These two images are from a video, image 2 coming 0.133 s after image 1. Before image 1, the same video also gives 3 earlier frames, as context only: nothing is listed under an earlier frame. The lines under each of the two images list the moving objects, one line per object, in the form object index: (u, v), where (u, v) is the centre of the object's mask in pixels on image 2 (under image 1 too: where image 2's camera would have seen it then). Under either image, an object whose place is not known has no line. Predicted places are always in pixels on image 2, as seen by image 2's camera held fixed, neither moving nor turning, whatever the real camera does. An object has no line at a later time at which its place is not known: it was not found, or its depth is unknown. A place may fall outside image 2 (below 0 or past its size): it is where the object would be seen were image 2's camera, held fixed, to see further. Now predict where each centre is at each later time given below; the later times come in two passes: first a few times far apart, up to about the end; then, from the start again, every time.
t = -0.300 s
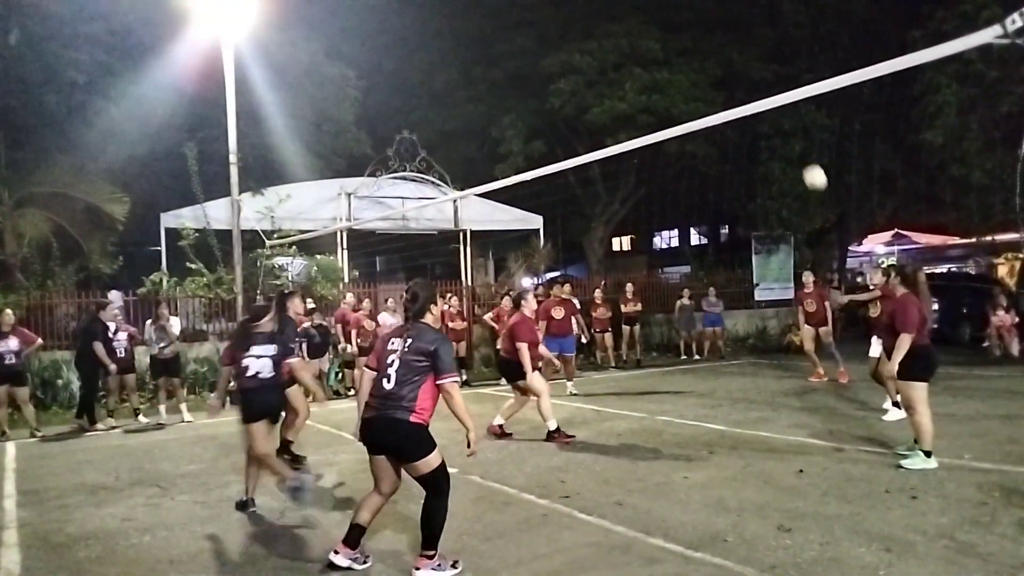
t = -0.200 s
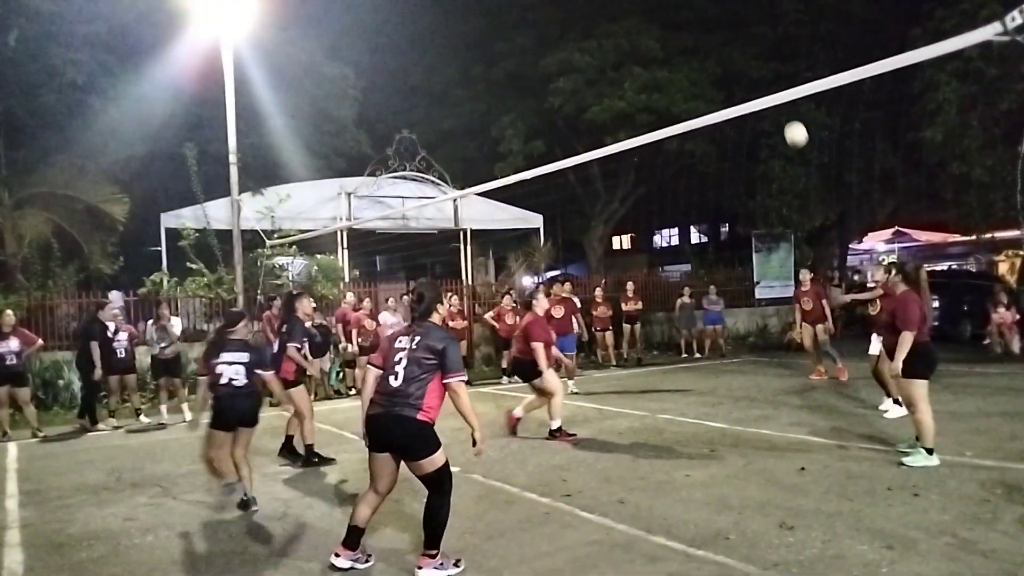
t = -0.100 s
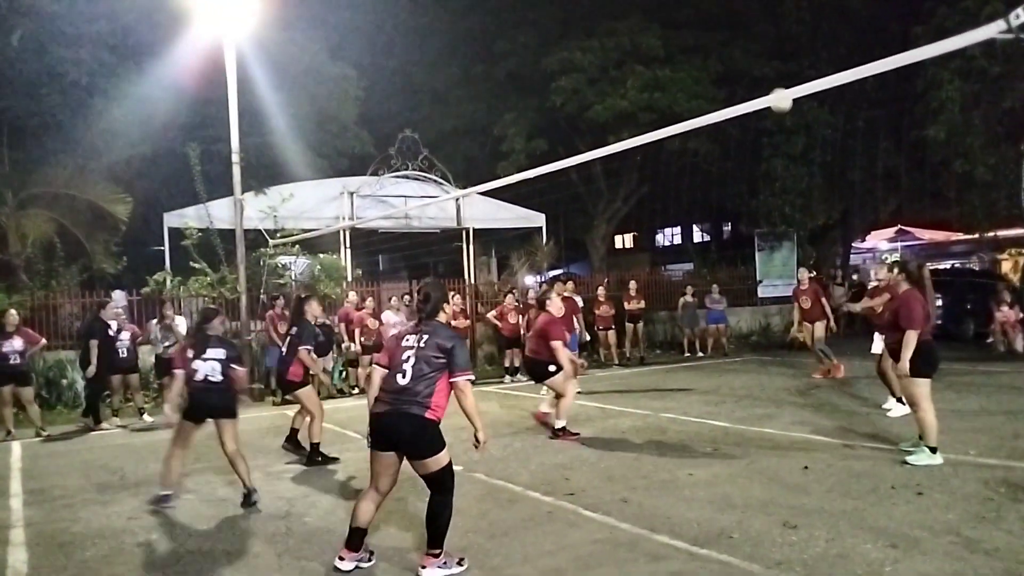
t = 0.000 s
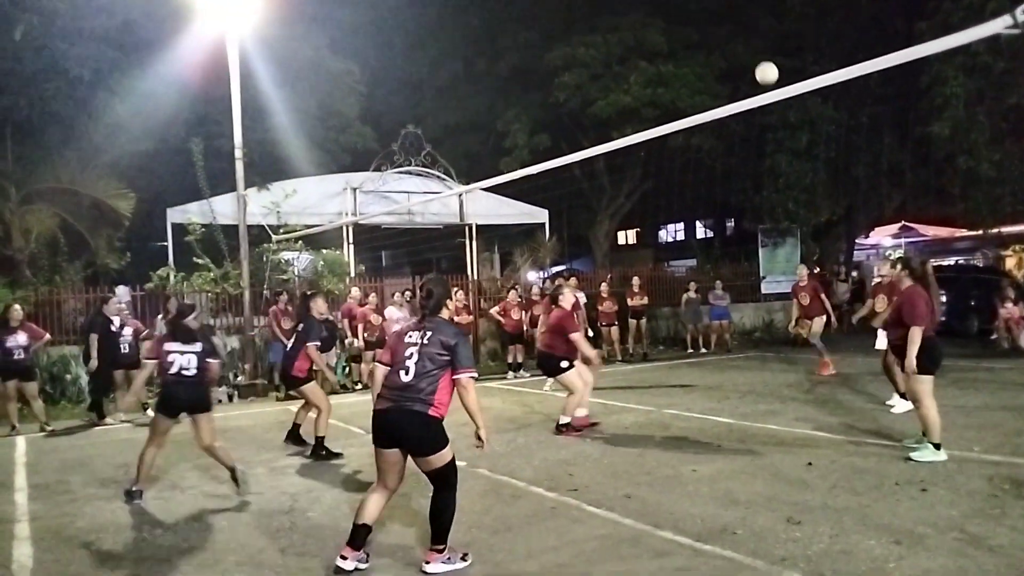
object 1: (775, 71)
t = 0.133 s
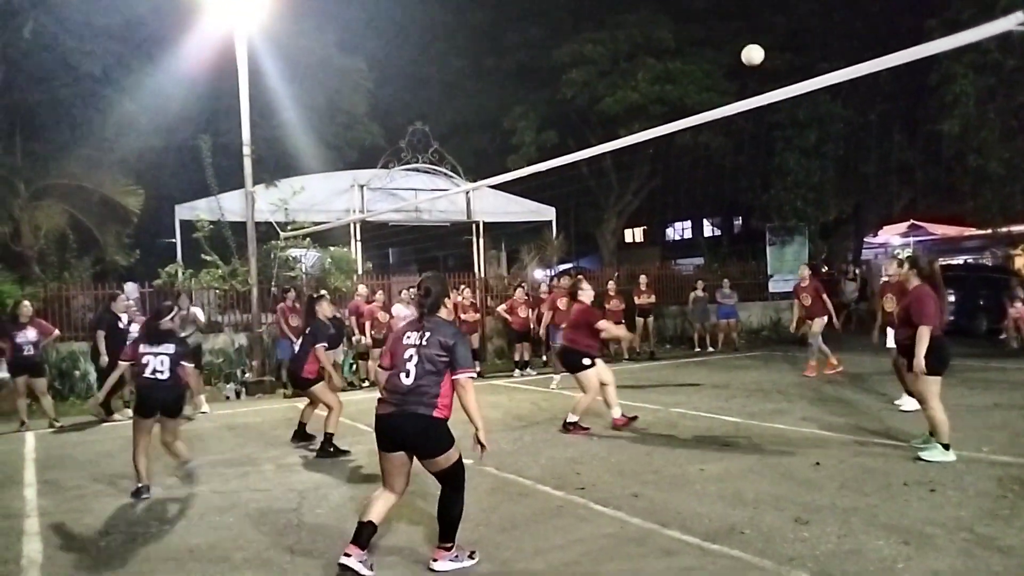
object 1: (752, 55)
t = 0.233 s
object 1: (735, 54)
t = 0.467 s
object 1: (697, 90)
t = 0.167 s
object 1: (747, 54)
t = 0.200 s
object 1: (741, 53)
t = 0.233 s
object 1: (735, 54)
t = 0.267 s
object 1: (730, 56)
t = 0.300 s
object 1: (724, 59)
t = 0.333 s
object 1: (719, 63)
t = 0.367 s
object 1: (713, 68)
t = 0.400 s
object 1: (708, 74)
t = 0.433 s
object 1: (702, 82)
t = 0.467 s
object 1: (697, 90)
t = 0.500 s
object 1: (692, 99)
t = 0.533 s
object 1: (687, 109)
